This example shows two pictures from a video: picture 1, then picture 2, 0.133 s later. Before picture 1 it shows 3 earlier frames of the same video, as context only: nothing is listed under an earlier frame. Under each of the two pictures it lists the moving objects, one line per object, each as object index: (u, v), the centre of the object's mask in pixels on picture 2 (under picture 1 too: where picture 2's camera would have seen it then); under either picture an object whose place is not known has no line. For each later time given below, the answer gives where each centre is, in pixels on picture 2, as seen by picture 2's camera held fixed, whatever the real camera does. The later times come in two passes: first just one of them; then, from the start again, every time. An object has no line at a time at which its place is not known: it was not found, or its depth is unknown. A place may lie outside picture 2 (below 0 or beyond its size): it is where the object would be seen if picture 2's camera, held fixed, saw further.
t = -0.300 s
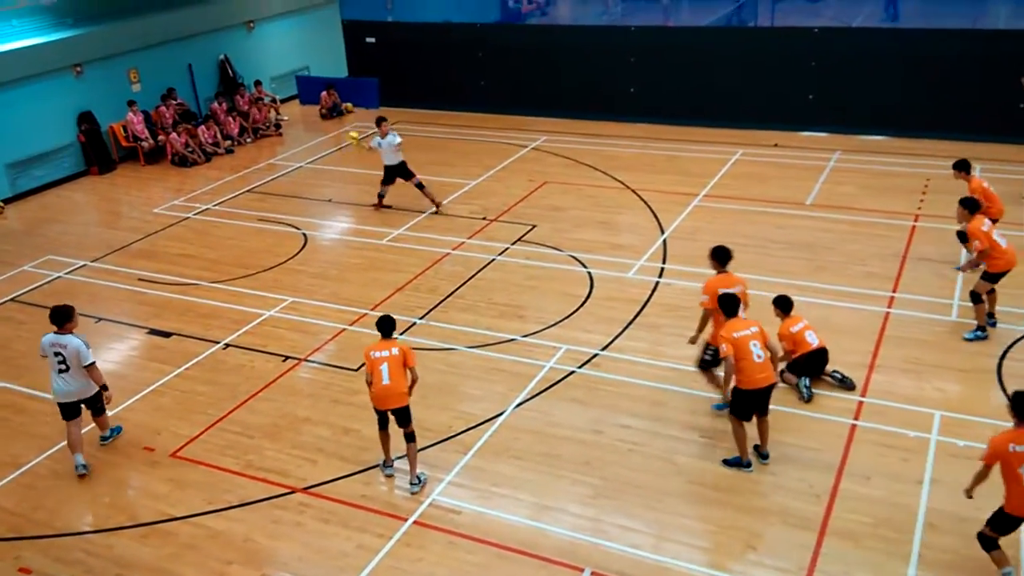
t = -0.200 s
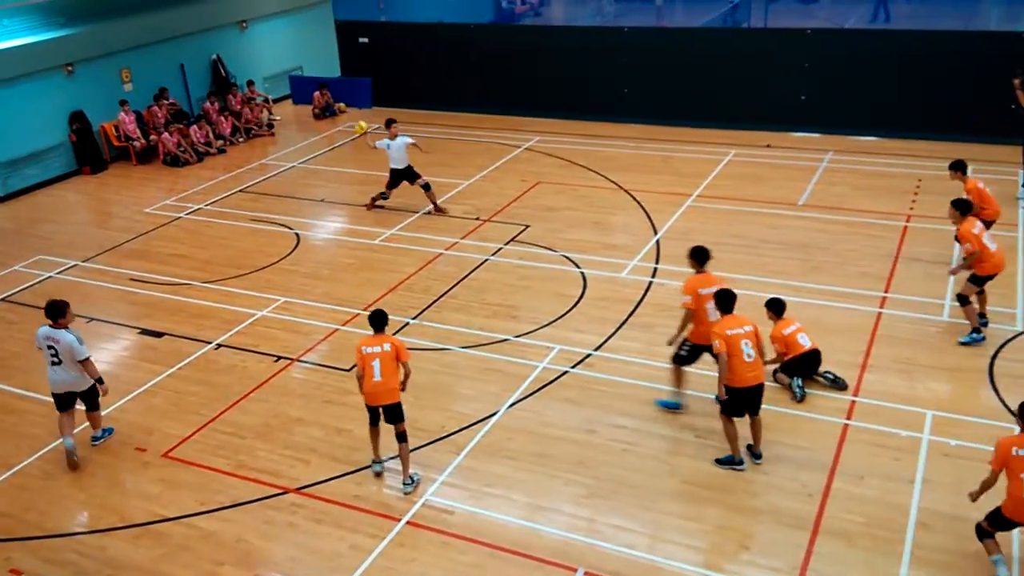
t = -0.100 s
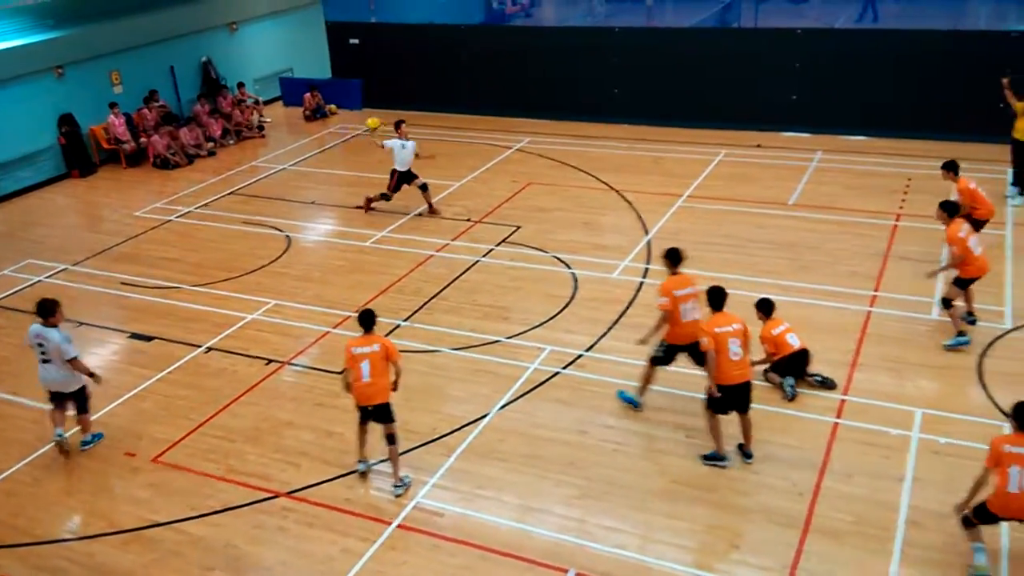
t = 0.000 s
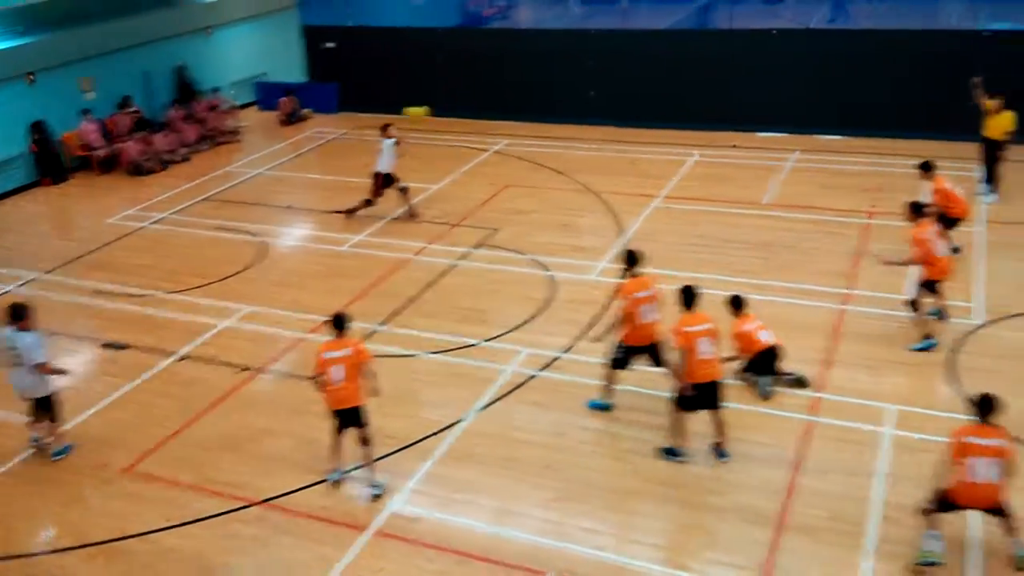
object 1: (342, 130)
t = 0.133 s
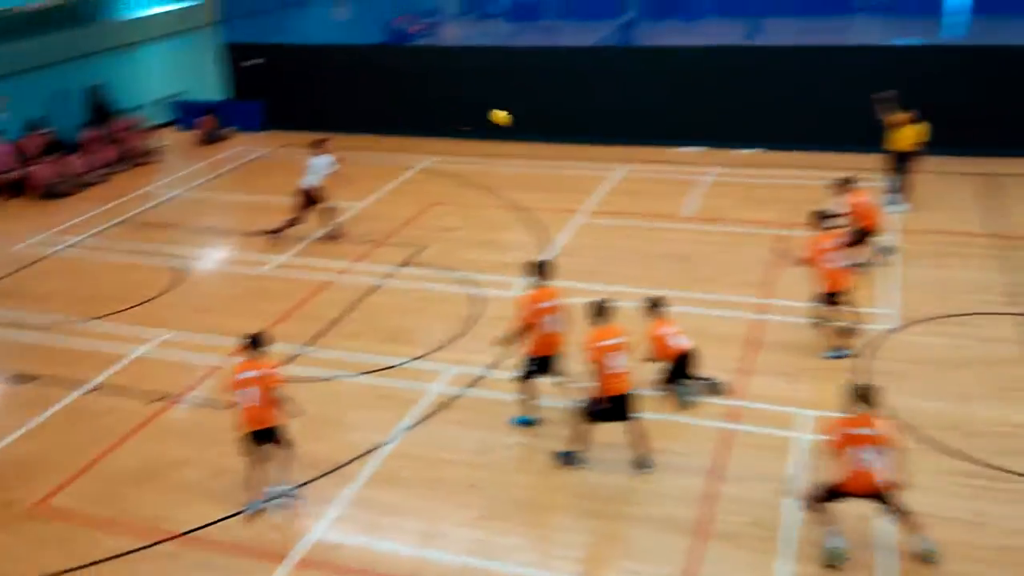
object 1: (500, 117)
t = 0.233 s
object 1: (628, 110)
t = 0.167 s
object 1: (540, 115)
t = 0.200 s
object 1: (584, 112)
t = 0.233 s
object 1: (628, 110)
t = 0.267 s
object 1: (672, 109)
